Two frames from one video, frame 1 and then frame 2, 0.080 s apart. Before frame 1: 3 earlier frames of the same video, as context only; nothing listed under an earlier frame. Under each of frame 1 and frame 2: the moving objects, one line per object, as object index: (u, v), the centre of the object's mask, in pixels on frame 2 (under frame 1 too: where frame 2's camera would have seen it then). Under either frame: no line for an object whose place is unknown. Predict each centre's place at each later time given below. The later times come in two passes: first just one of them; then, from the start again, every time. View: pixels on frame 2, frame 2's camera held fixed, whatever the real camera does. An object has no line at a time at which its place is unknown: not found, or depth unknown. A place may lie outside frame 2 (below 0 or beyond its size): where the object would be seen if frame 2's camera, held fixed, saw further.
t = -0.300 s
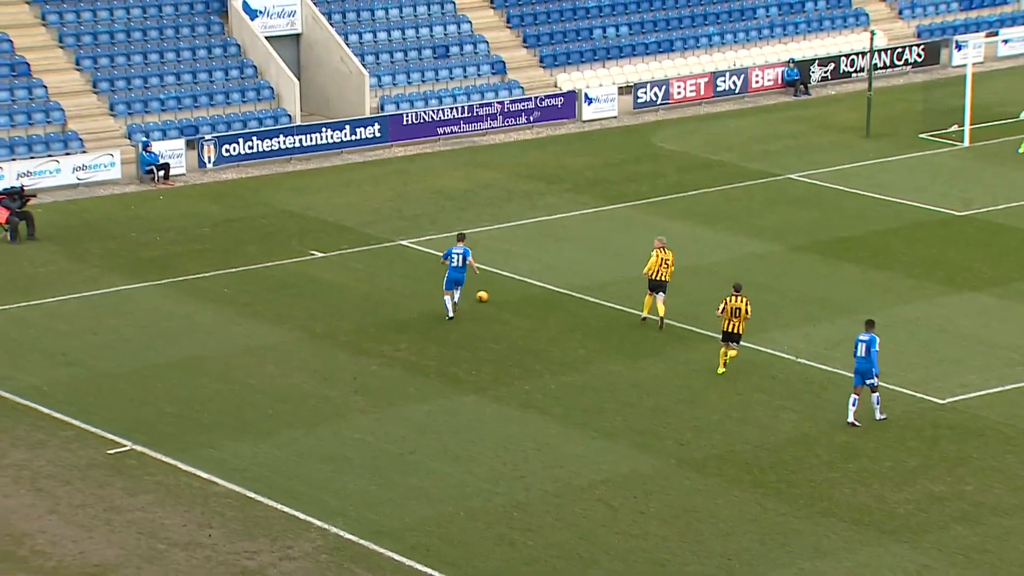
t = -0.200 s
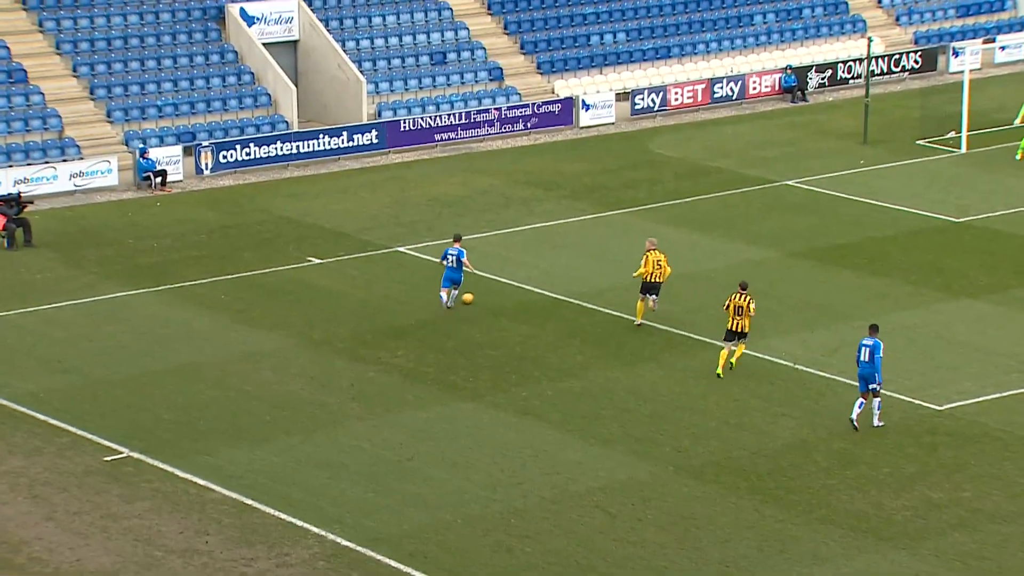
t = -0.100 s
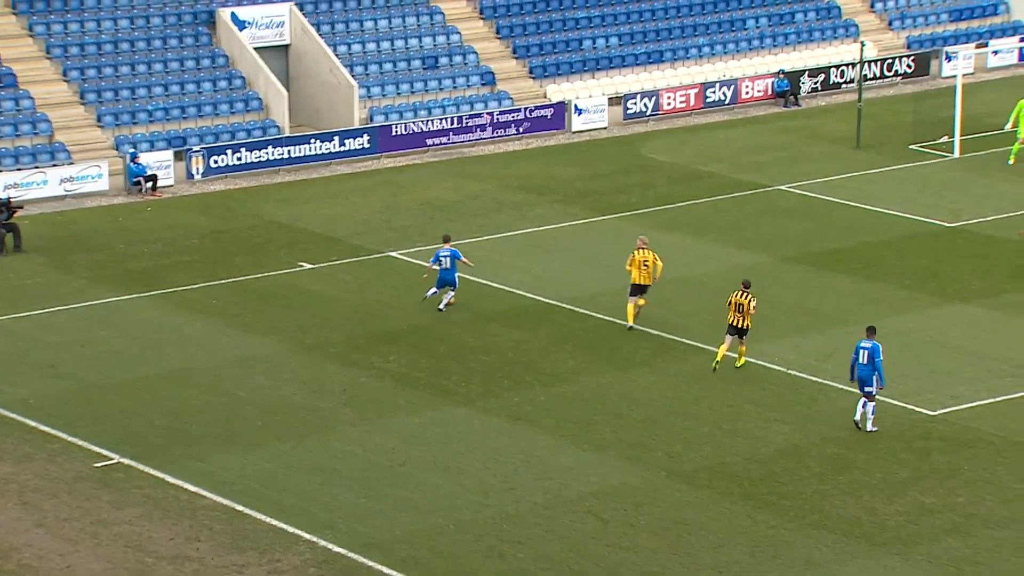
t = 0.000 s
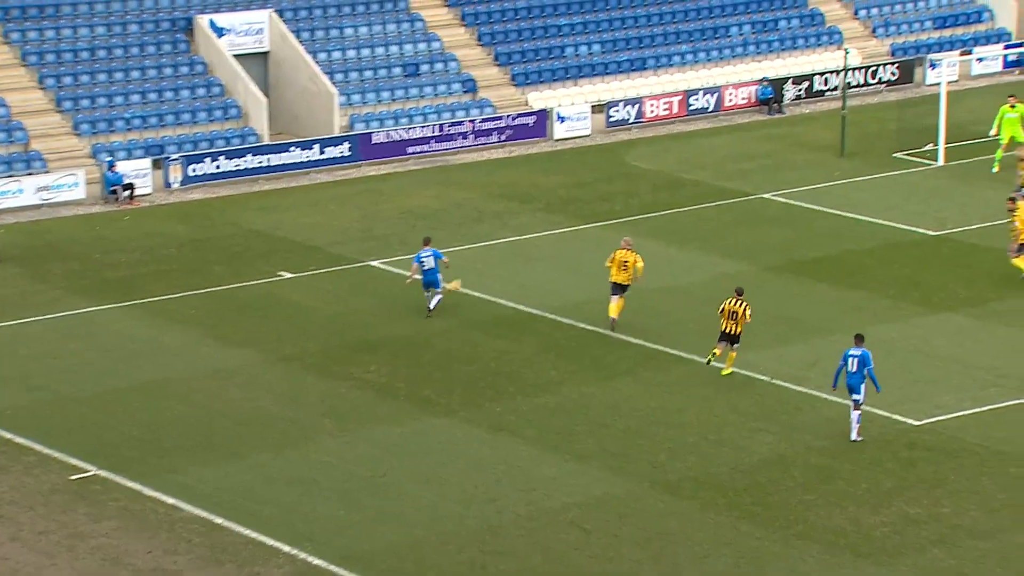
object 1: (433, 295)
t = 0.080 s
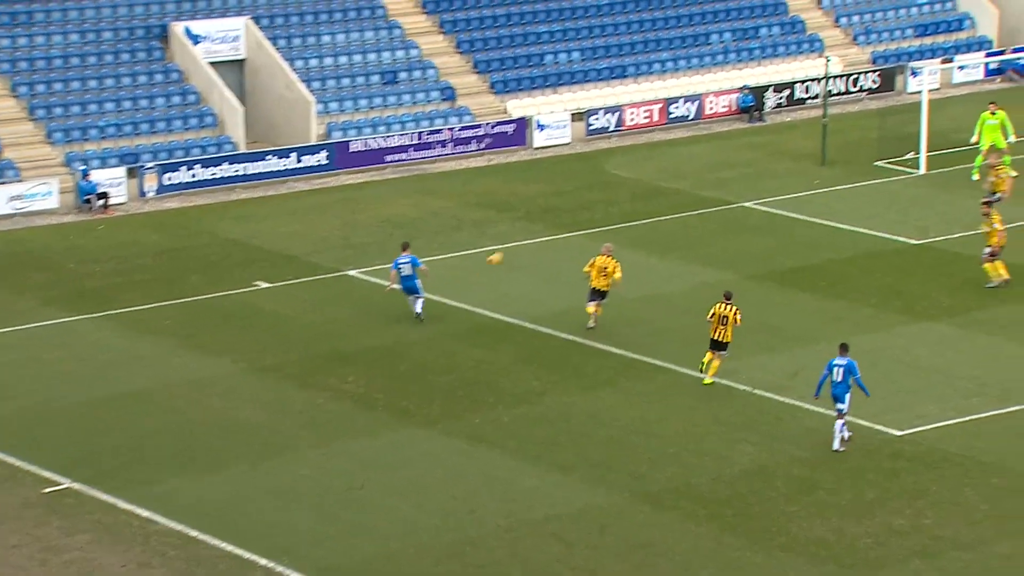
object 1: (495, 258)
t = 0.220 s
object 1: (597, 203)
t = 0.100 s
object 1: (510, 250)
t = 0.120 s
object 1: (525, 241)
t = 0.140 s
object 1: (540, 233)
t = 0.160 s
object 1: (554, 225)
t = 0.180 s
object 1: (569, 217)
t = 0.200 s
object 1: (583, 210)
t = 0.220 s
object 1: (597, 203)
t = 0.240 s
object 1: (611, 197)
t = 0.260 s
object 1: (624, 191)
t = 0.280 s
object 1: (637, 184)
